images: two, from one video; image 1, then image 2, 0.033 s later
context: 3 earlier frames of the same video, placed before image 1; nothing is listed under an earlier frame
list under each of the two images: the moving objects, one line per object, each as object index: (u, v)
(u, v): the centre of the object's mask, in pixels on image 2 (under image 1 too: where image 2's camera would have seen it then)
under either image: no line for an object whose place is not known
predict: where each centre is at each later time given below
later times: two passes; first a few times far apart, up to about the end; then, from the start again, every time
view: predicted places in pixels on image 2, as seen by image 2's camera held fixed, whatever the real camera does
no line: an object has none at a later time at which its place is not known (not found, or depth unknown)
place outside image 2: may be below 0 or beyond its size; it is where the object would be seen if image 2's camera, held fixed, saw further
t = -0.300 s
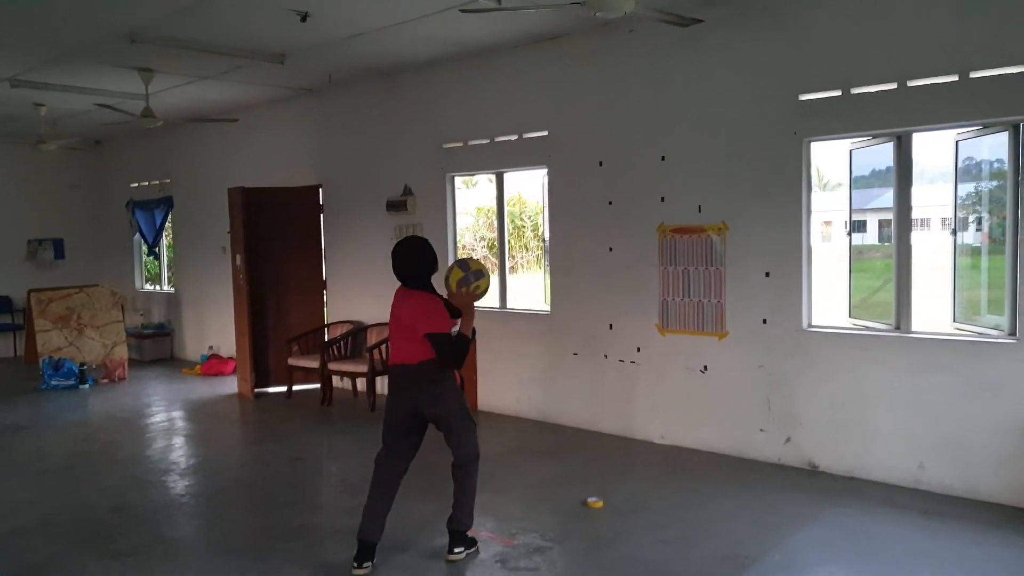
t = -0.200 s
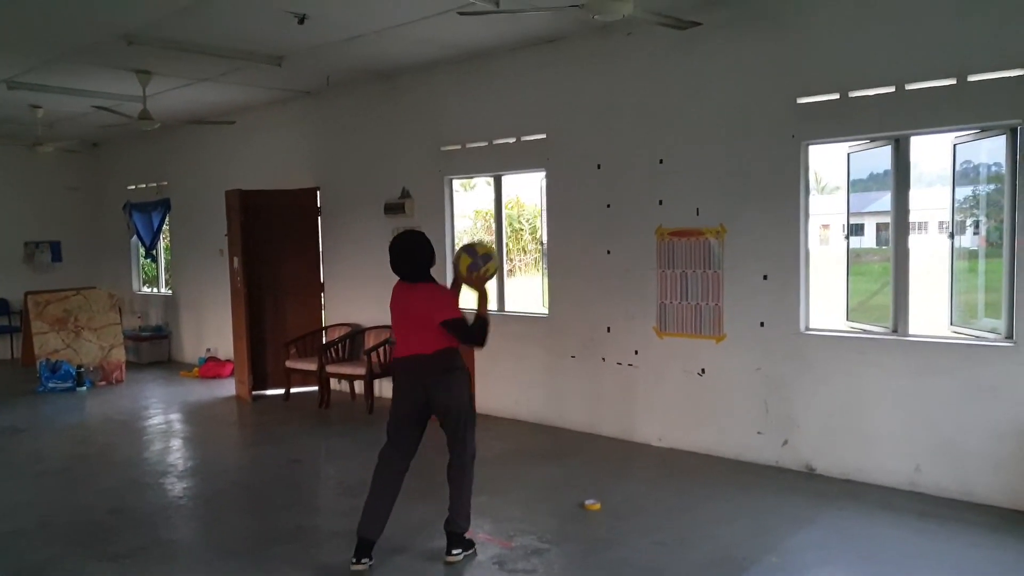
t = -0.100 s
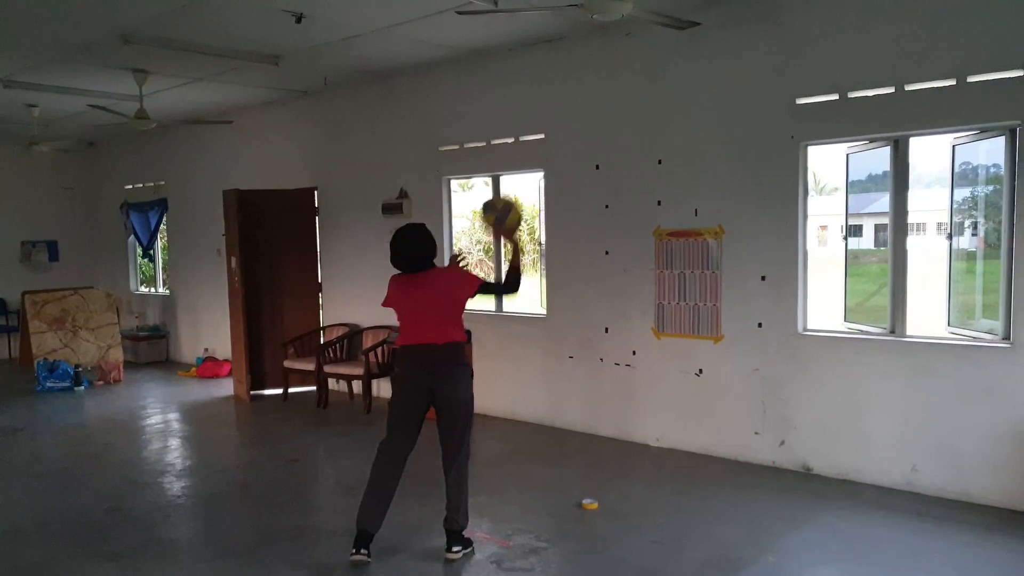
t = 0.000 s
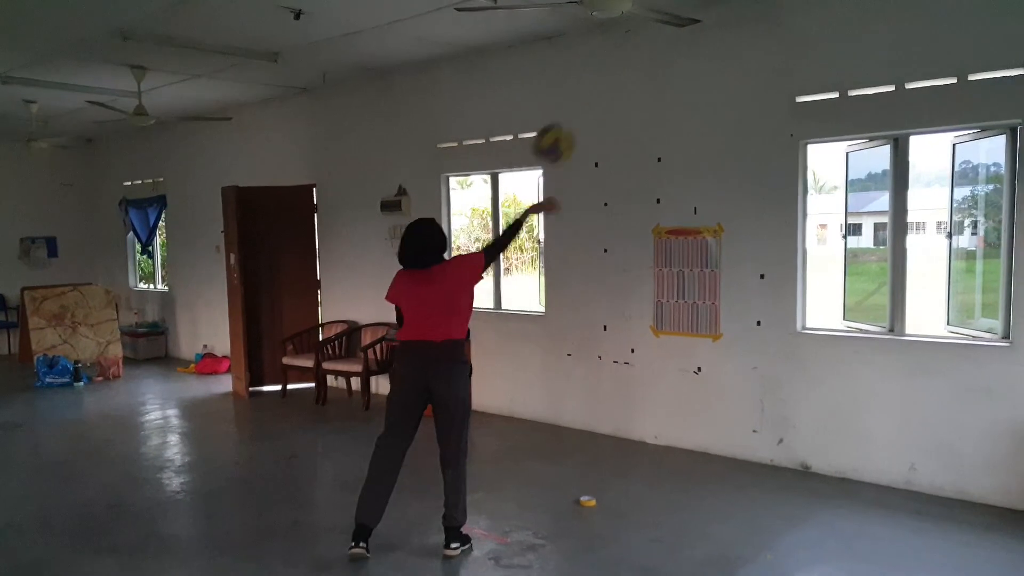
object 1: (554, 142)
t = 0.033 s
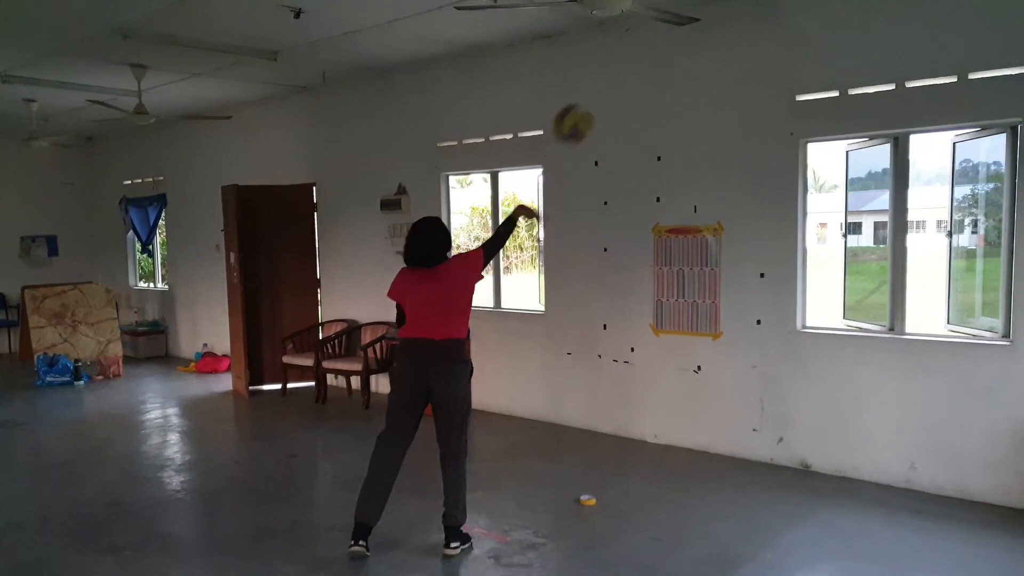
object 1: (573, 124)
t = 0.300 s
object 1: (688, 63)
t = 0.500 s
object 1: (620, 81)
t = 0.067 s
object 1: (590, 109)
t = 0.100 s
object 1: (608, 96)
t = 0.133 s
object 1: (624, 84)
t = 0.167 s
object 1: (639, 77)
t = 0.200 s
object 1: (653, 70)
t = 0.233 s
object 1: (667, 66)
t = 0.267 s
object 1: (680, 64)
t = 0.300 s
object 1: (688, 63)
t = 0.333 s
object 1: (676, 61)
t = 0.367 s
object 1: (666, 61)
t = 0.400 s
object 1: (655, 63)
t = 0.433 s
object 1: (644, 67)
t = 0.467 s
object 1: (632, 73)
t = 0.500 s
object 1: (620, 81)
